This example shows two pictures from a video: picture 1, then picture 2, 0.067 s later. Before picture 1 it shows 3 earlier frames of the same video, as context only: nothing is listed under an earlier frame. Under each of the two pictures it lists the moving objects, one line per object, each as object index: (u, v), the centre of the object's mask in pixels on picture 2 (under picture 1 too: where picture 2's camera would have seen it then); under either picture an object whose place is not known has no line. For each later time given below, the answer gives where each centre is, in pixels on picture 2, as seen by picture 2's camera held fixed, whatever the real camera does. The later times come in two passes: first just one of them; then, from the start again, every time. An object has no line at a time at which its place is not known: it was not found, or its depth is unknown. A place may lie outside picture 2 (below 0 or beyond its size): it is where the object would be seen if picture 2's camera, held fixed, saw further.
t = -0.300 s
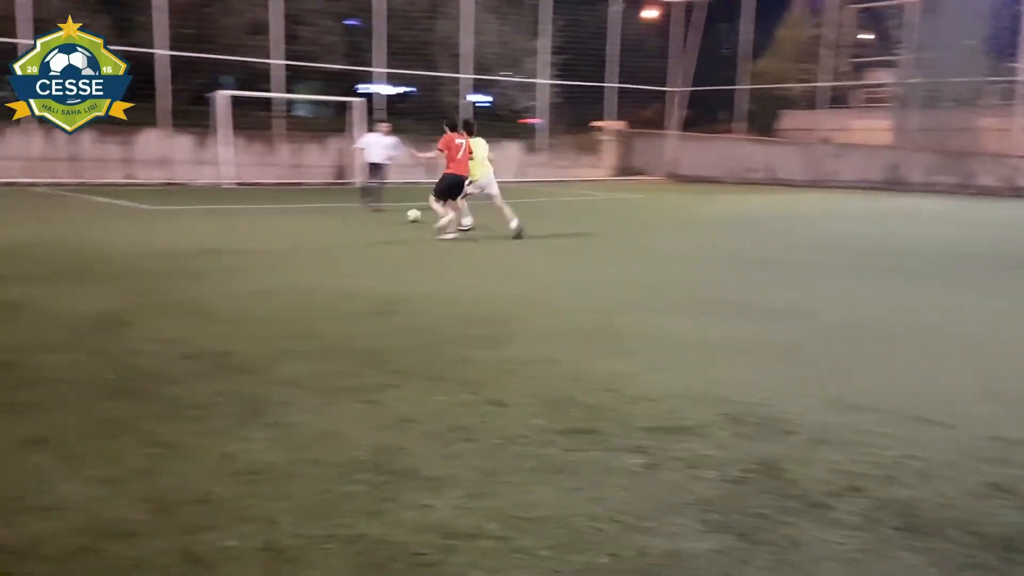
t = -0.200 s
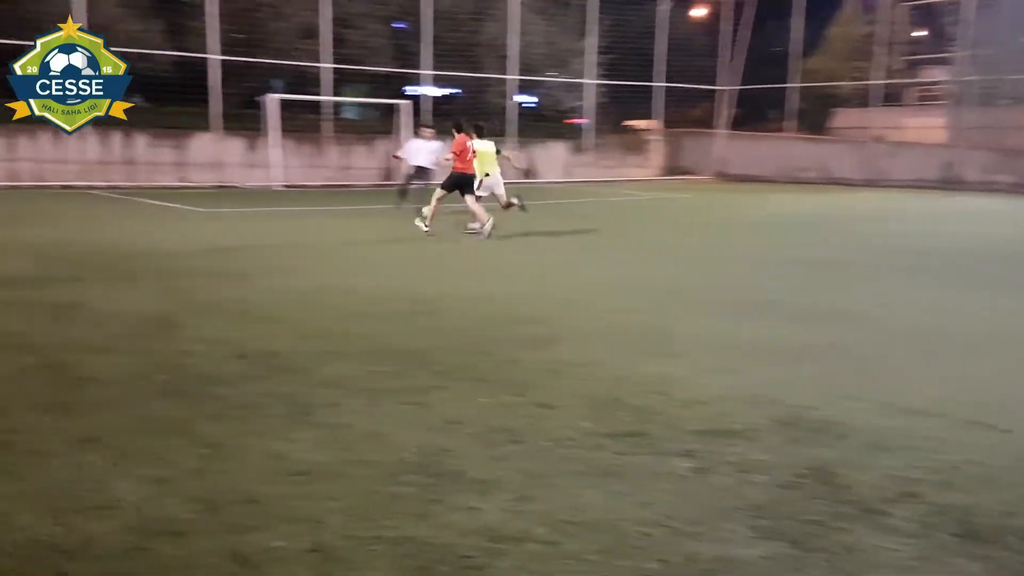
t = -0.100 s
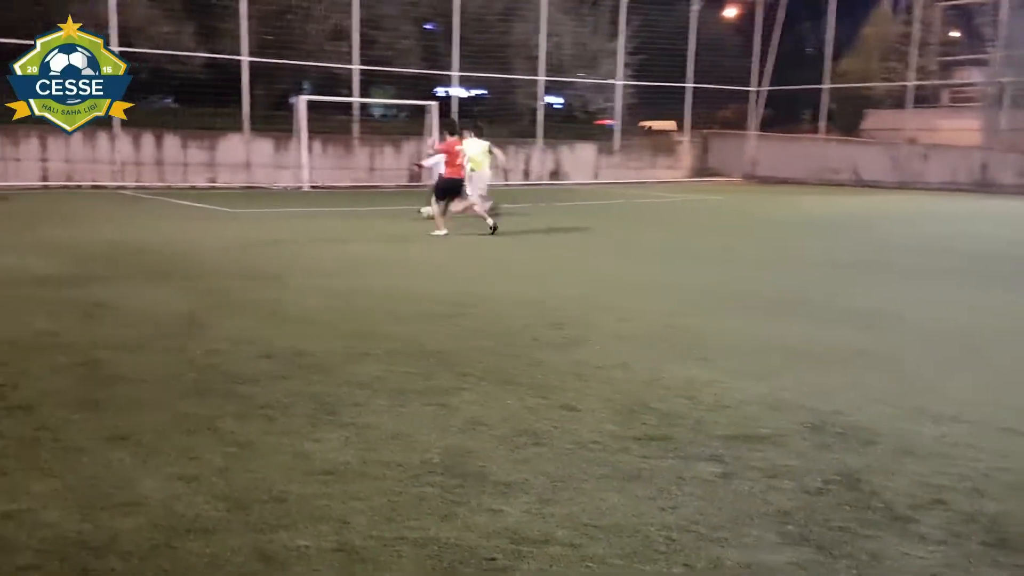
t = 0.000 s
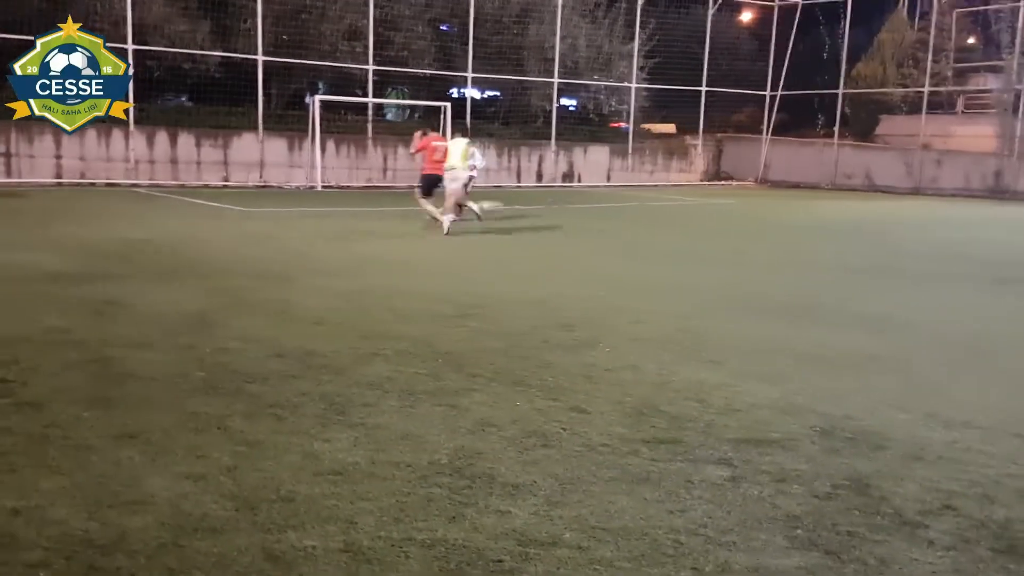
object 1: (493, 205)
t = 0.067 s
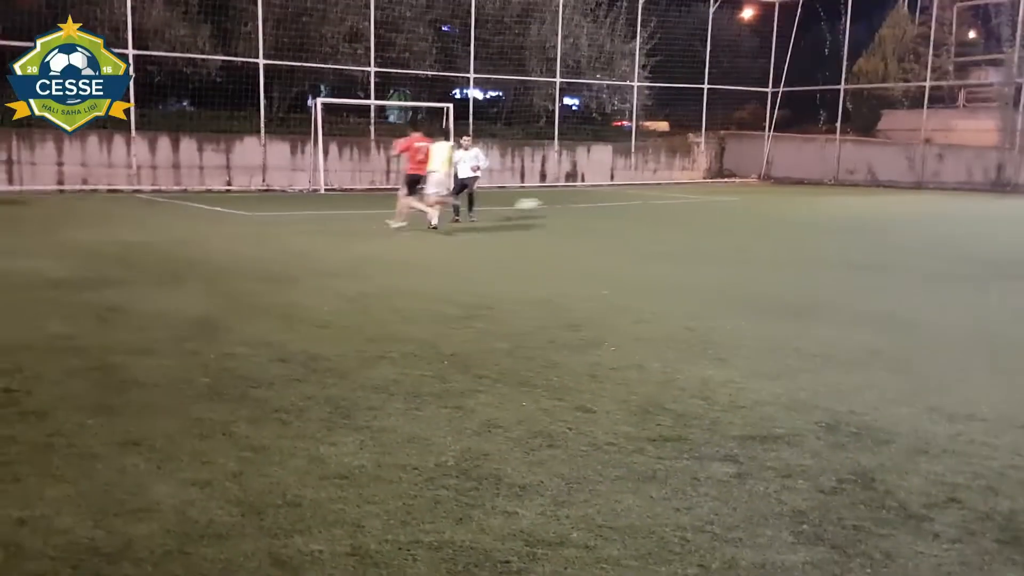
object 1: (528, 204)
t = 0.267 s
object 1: (661, 212)
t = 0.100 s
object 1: (548, 203)
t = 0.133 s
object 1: (570, 204)
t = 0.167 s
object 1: (591, 205)
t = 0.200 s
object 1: (614, 208)
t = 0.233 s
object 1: (637, 210)
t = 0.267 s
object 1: (661, 212)
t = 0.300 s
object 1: (687, 216)
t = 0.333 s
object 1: (714, 220)
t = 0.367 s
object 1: (743, 225)
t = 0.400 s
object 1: (774, 232)
